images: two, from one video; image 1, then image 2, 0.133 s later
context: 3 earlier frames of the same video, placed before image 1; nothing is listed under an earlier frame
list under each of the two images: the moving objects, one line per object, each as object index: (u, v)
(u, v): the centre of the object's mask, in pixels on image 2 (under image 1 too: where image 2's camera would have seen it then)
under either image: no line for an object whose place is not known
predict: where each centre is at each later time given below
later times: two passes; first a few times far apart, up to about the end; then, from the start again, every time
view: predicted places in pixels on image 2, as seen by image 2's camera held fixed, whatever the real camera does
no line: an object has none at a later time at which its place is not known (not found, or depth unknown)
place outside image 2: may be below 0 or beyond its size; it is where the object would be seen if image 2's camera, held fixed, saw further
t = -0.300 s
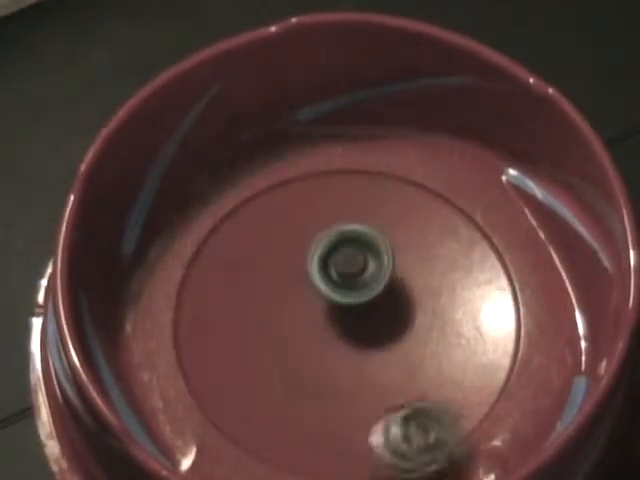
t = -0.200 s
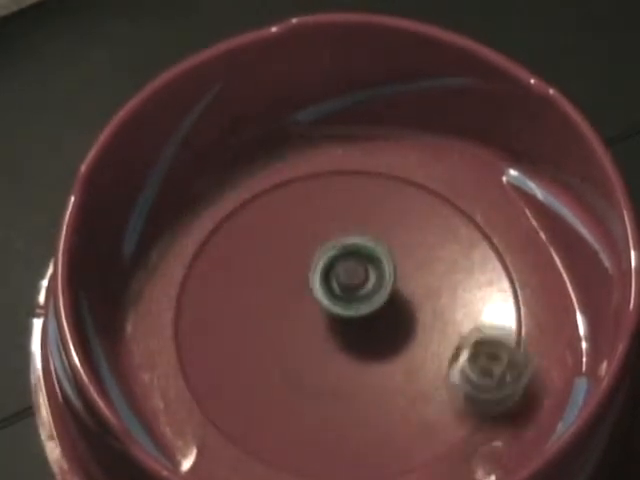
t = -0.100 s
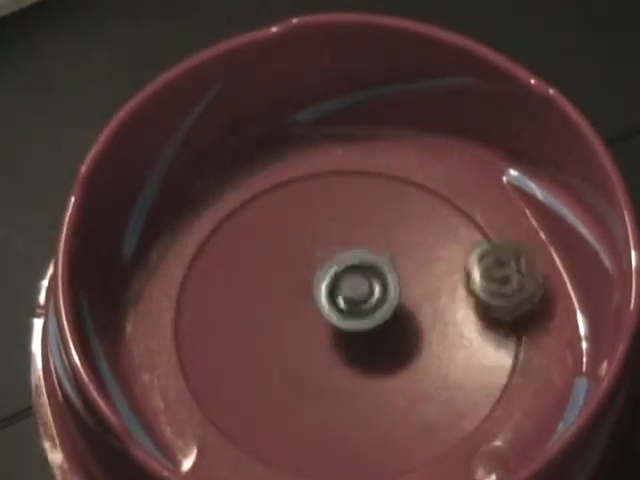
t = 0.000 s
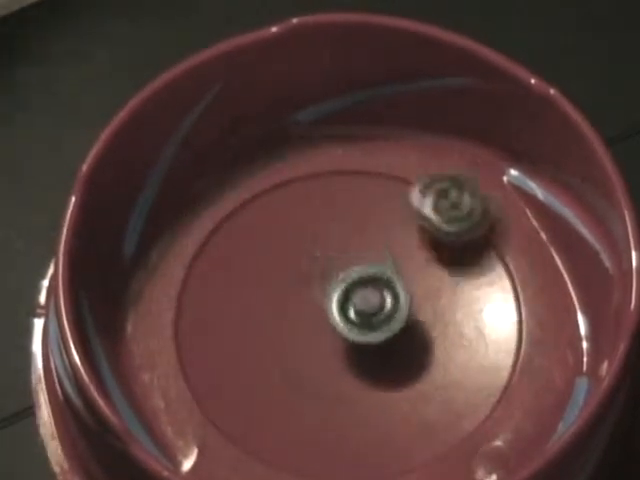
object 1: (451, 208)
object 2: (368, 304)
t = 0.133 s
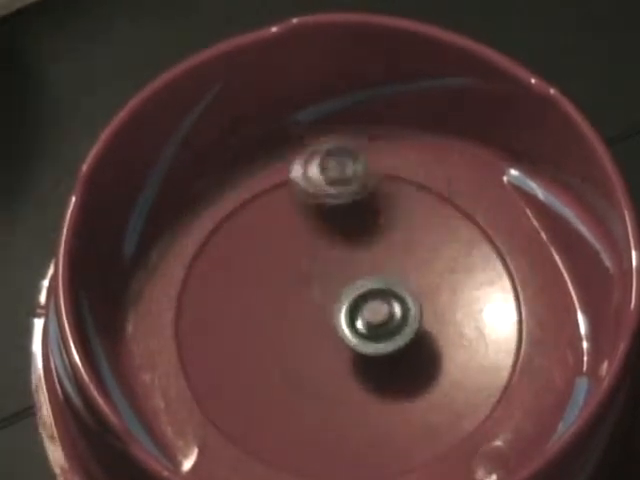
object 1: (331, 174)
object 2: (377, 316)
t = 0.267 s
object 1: (227, 224)
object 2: (374, 322)
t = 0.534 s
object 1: (256, 428)
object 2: (348, 333)
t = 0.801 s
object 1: (494, 371)
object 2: (335, 326)
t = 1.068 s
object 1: (404, 183)
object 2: (335, 301)
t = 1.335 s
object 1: (201, 267)
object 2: (334, 279)
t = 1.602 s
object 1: (304, 447)
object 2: (338, 292)
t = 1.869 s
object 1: (506, 332)
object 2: (375, 313)
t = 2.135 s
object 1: (371, 175)
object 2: (390, 310)
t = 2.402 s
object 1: (199, 302)
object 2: (356, 308)
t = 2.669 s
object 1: (347, 450)
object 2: (328, 321)
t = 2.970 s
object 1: (501, 279)
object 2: (338, 314)
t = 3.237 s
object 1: (319, 177)
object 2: (346, 288)
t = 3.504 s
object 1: (207, 343)
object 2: (361, 287)
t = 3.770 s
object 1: (403, 435)
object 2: (377, 302)
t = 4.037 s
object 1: (486, 261)
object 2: (383, 321)
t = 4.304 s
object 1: (296, 203)
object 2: (356, 330)
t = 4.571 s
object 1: (238, 374)
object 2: (336, 332)
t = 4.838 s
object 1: (437, 407)
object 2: (333, 310)
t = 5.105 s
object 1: (448, 243)
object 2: (339, 288)
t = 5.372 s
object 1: (274, 250)
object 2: (352, 294)
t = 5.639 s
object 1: (296, 390)
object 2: (394, 307)
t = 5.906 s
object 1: (419, 357)
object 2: (449, 282)
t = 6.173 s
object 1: (378, 235)
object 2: (432, 184)
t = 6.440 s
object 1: (268, 274)
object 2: (367, 238)
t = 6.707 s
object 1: (305, 355)
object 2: (399, 322)
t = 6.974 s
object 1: (340, 360)
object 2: (481, 353)
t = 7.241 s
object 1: (364, 328)
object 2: (445, 347)
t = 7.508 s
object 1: (334, 285)
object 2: (393, 343)
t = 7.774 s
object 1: (349, 312)
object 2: (296, 379)
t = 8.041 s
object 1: (392, 353)
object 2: (304, 428)
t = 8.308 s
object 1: (410, 355)
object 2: (324, 390)
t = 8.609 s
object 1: (408, 337)
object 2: (296, 284)
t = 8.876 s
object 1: (353, 329)
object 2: (316, 231)
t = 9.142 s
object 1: (326, 340)
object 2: (380, 250)
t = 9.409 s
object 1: (325, 337)
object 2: (416, 322)
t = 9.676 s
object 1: (304, 322)
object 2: (431, 378)
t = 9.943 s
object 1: (324, 306)
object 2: (356, 376)
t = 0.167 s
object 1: (301, 176)
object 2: (378, 318)
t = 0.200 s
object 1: (273, 186)
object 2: (378, 319)
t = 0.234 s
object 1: (248, 201)
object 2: (376, 320)
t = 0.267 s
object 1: (227, 224)
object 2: (374, 322)
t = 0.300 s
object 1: (210, 246)
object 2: (372, 322)
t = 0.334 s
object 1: (198, 273)
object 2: (369, 321)
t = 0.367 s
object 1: (191, 299)
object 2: (365, 322)
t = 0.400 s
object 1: (193, 328)
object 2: (361, 324)
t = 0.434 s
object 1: (200, 357)
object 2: (357, 327)
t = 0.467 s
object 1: (212, 384)
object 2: (353, 329)
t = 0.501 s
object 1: (230, 409)
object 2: (349, 332)
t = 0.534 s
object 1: (256, 428)
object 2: (348, 333)
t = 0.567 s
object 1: (286, 443)
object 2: (344, 334)
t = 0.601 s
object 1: (320, 449)
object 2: (341, 334)
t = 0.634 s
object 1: (355, 450)
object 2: (339, 334)
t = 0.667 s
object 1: (391, 449)
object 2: (337, 333)
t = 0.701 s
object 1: (422, 440)
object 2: (337, 332)
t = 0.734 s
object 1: (453, 424)
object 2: (336, 330)
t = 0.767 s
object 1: (475, 396)
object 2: (335, 328)
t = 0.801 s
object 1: (494, 371)
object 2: (335, 326)
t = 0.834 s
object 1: (503, 344)
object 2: (335, 323)
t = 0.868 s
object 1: (508, 315)
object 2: (335, 320)
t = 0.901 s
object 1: (504, 290)
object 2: (336, 317)
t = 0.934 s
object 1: (493, 262)
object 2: (336, 313)
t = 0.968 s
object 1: (478, 236)
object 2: (336, 310)
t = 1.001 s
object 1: (457, 214)
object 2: (337, 307)
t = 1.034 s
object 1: (433, 196)
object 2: (336, 304)
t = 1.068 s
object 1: (404, 183)
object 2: (335, 301)
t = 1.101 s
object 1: (372, 177)
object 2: (334, 297)
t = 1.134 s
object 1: (341, 175)
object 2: (333, 293)
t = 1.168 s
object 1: (311, 176)
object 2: (333, 289)
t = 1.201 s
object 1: (280, 185)
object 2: (331, 286)
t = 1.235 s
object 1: (254, 198)
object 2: (331, 284)
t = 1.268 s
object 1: (231, 217)
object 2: (333, 281)
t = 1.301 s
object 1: (214, 238)
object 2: (335, 280)
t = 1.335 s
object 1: (201, 267)
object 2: (334, 279)
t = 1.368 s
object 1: (194, 294)
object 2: (333, 278)
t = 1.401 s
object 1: (192, 321)
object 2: (332, 278)
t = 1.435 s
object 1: (196, 351)
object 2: (331, 278)
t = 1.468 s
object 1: (205, 377)
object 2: (330, 280)
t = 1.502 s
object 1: (222, 403)
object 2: (330, 283)
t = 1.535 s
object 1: (245, 424)
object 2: (332, 286)
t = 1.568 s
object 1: (274, 438)
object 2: (334, 289)
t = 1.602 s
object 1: (304, 447)
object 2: (338, 292)
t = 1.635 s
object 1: (340, 450)
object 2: (341, 296)
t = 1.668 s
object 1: (373, 449)
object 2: (346, 300)
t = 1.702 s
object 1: (407, 445)
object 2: (351, 303)
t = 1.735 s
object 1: (442, 433)
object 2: (356, 304)
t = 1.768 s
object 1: (465, 409)
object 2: (361, 306)
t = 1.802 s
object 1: (486, 386)
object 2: (366, 309)
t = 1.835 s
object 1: (498, 361)
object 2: (370, 312)
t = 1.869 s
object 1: (506, 332)
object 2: (375, 313)
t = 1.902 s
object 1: (507, 304)
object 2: (379, 313)
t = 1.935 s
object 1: (502, 276)
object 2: (383, 314)
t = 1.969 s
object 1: (490, 255)
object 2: (386, 315)
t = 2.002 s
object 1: (474, 231)
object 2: (389, 315)
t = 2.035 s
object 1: (453, 213)
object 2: (390, 315)
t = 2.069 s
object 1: (428, 195)
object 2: (391, 313)
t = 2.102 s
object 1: (400, 182)
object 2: (391, 312)
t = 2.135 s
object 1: (371, 175)
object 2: (390, 310)
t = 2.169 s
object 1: (339, 176)
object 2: (388, 308)
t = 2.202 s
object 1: (310, 182)
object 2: (386, 306)
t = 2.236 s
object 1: (280, 193)
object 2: (382, 303)
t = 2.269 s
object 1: (256, 210)
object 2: (378, 303)
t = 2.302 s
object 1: (234, 229)
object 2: (374, 302)
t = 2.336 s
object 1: (218, 251)
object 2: (369, 304)
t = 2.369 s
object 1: (206, 274)
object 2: (362, 306)
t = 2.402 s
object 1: (199, 302)
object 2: (356, 308)
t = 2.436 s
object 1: (199, 330)
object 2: (352, 311)
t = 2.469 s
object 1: (204, 357)
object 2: (347, 313)
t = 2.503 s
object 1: (216, 383)
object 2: (342, 315)
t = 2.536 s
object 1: (232, 407)
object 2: (338, 317)
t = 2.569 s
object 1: (254, 428)
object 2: (335, 318)
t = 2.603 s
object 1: (281, 440)
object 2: (332, 320)
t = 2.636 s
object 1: (311, 448)
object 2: (330, 321)
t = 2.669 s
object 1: (347, 450)
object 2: (328, 321)
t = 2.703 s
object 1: (383, 449)
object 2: (327, 321)
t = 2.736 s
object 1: (418, 443)
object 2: (326, 321)
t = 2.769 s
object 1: (446, 429)
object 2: (326, 321)
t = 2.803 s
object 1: (468, 407)
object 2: (327, 321)
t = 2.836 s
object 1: (487, 383)
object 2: (329, 320)
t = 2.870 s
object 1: (499, 357)
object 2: (331, 319)
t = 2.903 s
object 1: (505, 332)
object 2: (333, 318)
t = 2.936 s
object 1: (507, 308)
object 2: (336, 316)
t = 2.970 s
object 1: (501, 279)
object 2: (338, 314)
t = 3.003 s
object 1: (492, 255)
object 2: (341, 310)
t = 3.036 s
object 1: (476, 233)
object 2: (342, 307)
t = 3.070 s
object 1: (456, 213)
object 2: (342, 302)
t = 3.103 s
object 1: (432, 196)
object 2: (342, 299)
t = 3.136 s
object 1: (406, 185)
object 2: (343, 295)
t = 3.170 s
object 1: (378, 175)
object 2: (343, 293)
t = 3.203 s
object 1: (349, 175)
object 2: (344, 291)
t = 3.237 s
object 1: (319, 177)
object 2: (346, 288)
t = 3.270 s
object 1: (291, 186)
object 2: (348, 286)
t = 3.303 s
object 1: (265, 198)
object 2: (350, 284)
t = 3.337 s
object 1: (244, 215)
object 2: (351, 284)
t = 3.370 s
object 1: (225, 238)
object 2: (352, 283)
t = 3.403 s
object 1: (212, 262)
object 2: (354, 284)
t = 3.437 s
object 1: (205, 289)
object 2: (358, 285)
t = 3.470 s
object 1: (202, 315)
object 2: (359, 286)
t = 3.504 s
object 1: (207, 343)
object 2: (361, 287)
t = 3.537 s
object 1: (217, 368)
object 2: (364, 288)
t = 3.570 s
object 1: (233, 393)
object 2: (366, 288)
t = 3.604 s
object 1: (255, 414)
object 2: (368, 290)
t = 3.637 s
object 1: (279, 428)
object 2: (370, 292)
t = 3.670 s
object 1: (309, 439)
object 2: (372, 294)
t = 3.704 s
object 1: (344, 442)
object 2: (374, 297)
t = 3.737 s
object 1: (374, 441)
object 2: (375, 299)
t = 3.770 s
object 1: (403, 435)
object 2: (377, 302)
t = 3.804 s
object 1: (437, 422)
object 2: (379, 304)
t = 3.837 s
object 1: (461, 405)
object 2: (380, 307)
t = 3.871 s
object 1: (481, 383)
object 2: (382, 311)
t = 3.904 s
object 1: (493, 360)
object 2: (383, 313)
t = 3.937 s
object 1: (500, 334)
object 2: (385, 315)
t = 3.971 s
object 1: (501, 308)
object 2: (385, 317)
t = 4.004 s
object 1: (497, 284)
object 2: (385, 319)
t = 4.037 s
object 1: (486, 261)
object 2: (383, 321)
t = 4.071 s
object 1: (471, 238)
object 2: (383, 322)
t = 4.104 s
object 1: (453, 222)
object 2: (381, 323)
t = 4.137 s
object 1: (429, 207)
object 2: (378, 324)
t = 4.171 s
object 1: (405, 196)
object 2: (374, 324)
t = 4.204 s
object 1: (377, 190)
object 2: (369, 324)
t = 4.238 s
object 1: (349, 190)
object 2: (366, 324)
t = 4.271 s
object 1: (322, 194)
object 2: (362, 325)
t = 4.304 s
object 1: (296, 203)
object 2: (356, 330)
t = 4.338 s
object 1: (273, 216)
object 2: (353, 332)
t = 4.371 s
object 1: (254, 231)
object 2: (350, 333)
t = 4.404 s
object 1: (236, 254)
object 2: (348, 334)
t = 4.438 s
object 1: (226, 276)
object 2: (346, 335)
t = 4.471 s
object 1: (221, 298)
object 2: (343, 334)
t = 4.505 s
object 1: (219, 325)
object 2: (340, 334)
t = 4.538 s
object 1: (226, 351)
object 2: (338, 334)
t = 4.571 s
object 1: (238, 374)
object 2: (336, 332)
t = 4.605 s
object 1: (254, 394)
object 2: (335, 330)
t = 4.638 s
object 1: (276, 411)
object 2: (334, 326)
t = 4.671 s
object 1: (303, 422)
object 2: (334, 325)
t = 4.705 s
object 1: (330, 427)
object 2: (333, 322)
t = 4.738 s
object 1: (358, 428)
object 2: (332, 320)
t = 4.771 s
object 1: (384, 428)
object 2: (332, 316)
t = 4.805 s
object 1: (412, 419)
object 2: (332, 313)
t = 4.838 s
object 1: (437, 407)
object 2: (333, 310)
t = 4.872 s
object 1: (457, 390)
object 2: (333, 308)
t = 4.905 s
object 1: (471, 371)
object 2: (334, 306)
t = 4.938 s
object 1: (481, 349)
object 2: (334, 303)
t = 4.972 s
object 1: (485, 326)
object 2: (335, 299)
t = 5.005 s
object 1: (482, 306)
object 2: (335, 296)
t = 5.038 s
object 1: (476, 281)
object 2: (335, 293)
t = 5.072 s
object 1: (464, 261)
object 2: (337, 290)
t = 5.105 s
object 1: (448, 243)
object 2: (339, 288)
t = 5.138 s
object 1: (427, 228)
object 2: (340, 286)
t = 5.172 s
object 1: (403, 221)
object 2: (340, 286)
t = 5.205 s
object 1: (380, 216)
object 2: (341, 285)
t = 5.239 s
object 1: (358, 212)
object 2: (341, 286)
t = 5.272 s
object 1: (333, 217)
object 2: (342, 287)
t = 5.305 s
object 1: (310, 227)
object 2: (343, 288)
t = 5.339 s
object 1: (292, 239)
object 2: (347, 291)
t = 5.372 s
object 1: (274, 250)
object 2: (352, 294)
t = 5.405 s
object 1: (260, 268)
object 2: (359, 297)
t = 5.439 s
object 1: (252, 285)
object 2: (368, 299)
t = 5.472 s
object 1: (248, 304)
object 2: (376, 301)
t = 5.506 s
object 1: (248, 326)
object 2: (385, 302)
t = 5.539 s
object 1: (253, 345)
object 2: (390, 304)
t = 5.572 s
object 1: (264, 363)
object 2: (392, 305)
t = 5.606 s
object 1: (278, 380)
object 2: (394, 306)
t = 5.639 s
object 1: (296, 390)
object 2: (394, 307)
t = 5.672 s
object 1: (317, 395)
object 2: (398, 308)
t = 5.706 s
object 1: (337, 400)
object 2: (403, 310)
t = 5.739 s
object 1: (359, 400)
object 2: (407, 311)
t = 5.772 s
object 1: (382, 394)
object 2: (411, 313)
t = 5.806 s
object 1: (399, 389)
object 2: (416, 313)
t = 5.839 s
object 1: (409, 379)
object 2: (423, 307)
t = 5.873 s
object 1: (414, 370)
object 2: (437, 297)
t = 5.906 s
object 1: (419, 357)
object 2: (449, 282)
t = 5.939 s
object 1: (424, 344)
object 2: (454, 269)
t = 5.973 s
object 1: (426, 325)
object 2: (458, 257)
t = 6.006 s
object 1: (423, 308)
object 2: (458, 243)
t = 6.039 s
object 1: (418, 289)
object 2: (453, 230)
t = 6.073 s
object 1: (414, 273)
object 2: (450, 216)
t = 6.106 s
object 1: (405, 258)
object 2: (447, 201)
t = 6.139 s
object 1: (393, 244)
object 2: (443, 189)
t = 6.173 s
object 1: (378, 235)
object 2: (432, 184)
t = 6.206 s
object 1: (361, 226)
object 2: (415, 185)
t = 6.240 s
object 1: (341, 221)
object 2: (405, 189)
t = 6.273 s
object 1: (324, 222)
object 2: (392, 195)
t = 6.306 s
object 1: (308, 227)
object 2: (383, 201)
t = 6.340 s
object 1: (294, 235)
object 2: (377, 209)
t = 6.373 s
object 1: (284, 244)
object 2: (373, 218)
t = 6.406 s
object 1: (273, 258)
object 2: (369, 228)
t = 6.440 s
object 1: (268, 274)
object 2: (367, 238)
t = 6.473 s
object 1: (268, 289)
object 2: (365, 249)
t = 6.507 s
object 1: (272, 303)
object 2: (364, 261)
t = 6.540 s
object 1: (279, 316)
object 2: (363, 274)
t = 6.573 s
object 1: (287, 325)
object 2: (366, 286)
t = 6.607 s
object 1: (288, 335)
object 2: (378, 295)
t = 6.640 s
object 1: (292, 344)
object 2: (387, 305)
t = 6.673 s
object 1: (297, 350)
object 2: (393, 314)
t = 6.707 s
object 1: (305, 355)
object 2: (399, 322)
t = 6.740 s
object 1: (315, 358)
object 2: (403, 329)
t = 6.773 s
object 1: (321, 359)
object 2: (411, 338)
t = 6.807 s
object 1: (320, 359)
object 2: (437, 343)
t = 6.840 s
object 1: (320, 359)
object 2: (454, 348)
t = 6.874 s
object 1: (324, 360)
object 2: (464, 351)
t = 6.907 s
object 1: (328, 361)
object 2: (473, 353)
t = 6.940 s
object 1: (334, 361)
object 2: (478, 354)
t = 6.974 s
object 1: (340, 360)
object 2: (481, 353)
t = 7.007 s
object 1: (346, 358)
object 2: (483, 353)
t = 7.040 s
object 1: (352, 355)
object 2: (484, 353)
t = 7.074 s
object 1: (357, 352)
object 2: (484, 352)
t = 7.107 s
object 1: (360, 347)
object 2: (480, 352)
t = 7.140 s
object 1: (363, 343)
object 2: (475, 351)
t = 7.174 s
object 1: (366, 337)
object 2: (469, 350)
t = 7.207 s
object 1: (366, 333)
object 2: (457, 349)
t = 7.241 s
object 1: (364, 328)
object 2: (445, 347)
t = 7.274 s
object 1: (361, 323)
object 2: (433, 345)
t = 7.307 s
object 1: (359, 316)
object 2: (424, 345)
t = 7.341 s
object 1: (357, 311)
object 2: (421, 349)
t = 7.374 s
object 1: (354, 303)
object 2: (416, 349)
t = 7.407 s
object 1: (350, 294)
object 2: (411, 351)
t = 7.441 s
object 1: (343, 288)
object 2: (407, 349)
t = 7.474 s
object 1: (338, 286)
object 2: (402, 345)
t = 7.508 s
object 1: (334, 285)
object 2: (393, 343)
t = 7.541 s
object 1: (329, 285)
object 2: (384, 340)
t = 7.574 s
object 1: (325, 285)
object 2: (375, 339)
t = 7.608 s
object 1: (320, 284)
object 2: (363, 337)
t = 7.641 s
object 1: (320, 284)
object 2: (351, 339)
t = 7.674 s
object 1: (324, 286)
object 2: (337, 349)
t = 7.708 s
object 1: (335, 293)
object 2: (319, 361)
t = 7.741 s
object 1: (342, 304)
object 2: (305, 369)
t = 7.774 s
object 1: (349, 312)
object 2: (296, 379)
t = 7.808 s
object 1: (356, 320)
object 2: (290, 389)
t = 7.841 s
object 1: (361, 326)
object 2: (289, 398)
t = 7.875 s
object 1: (367, 333)
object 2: (291, 407)
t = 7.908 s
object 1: (372, 339)
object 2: (293, 414)
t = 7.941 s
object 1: (378, 343)
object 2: (296, 420)
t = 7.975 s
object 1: (383, 347)
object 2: (299, 423)
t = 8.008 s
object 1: (388, 351)
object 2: (301, 426)
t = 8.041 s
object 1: (392, 353)
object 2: (304, 428)
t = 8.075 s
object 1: (396, 356)
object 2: (307, 428)
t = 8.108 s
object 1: (399, 357)
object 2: (310, 427)
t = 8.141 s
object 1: (402, 359)
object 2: (311, 426)
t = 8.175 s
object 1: (403, 359)
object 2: (312, 424)
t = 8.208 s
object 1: (405, 359)
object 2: (315, 418)
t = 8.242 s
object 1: (407, 358)
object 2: (316, 410)
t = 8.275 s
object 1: (408, 356)
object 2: (319, 400)
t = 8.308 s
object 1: (410, 355)
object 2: (324, 390)
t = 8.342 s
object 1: (410, 353)
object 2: (328, 380)
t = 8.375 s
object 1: (412, 350)
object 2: (327, 368)
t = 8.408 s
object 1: (414, 346)
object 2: (321, 358)
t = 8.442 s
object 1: (413, 343)
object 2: (320, 347)
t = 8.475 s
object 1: (409, 340)
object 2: (321, 334)
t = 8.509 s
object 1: (409, 339)
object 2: (313, 321)
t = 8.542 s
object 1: (412, 339)
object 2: (304, 309)
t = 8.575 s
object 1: (411, 338)
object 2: (300, 296)
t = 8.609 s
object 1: (408, 337)
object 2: (296, 284)
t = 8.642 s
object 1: (403, 335)
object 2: (294, 274)
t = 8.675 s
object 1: (398, 333)
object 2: (294, 266)
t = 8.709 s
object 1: (392, 332)
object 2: (296, 256)
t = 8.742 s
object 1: (385, 330)
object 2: (298, 249)
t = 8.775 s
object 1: (378, 330)
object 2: (301, 243)
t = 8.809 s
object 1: (370, 329)
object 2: (305, 238)
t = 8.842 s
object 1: (361, 328)
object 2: (310, 233)
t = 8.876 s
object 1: (353, 329)
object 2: (316, 231)
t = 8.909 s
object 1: (348, 331)
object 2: (323, 230)
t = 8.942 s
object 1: (342, 331)
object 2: (332, 228)
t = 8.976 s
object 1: (337, 333)
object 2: (339, 229)
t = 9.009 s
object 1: (333, 335)
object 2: (347, 232)
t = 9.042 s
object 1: (331, 337)
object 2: (356, 233)
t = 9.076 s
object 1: (329, 338)
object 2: (365, 237)
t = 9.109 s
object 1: (327, 339)
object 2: (372, 242)
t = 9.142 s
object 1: (326, 340)
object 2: (380, 250)
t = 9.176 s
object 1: (325, 341)
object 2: (387, 256)
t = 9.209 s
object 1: (324, 341)
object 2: (394, 264)
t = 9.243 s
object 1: (324, 342)
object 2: (399, 272)
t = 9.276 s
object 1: (324, 342)
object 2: (404, 282)
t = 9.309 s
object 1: (324, 341)
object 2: (406, 292)
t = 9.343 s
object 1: (325, 340)
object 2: (409, 302)
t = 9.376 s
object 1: (326, 339)
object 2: (410, 312)
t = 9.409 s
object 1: (325, 337)
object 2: (416, 322)
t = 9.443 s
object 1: (318, 334)
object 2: (429, 329)
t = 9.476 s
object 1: (310, 332)
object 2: (440, 341)
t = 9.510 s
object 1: (307, 329)
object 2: (441, 349)
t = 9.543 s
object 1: (305, 327)
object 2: (444, 357)
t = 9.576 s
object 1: (304, 326)
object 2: (442, 363)
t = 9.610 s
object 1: (304, 324)
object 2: (439, 369)
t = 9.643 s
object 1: (304, 323)
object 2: (436, 373)
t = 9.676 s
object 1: (304, 322)
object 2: (431, 378)
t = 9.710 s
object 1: (306, 321)
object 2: (424, 382)
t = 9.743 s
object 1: (307, 319)
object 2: (416, 385)
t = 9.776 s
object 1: (309, 317)
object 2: (408, 387)
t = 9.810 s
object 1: (312, 316)
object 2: (397, 387)
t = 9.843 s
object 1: (314, 313)
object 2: (387, 386)
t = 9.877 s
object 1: (317, 311)
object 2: (377, 384)
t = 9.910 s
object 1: (320, 309)
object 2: (366, 380)
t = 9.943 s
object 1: (324, 306)
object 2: (356, 376)
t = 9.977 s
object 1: (327, 303)
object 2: (348, 370)
